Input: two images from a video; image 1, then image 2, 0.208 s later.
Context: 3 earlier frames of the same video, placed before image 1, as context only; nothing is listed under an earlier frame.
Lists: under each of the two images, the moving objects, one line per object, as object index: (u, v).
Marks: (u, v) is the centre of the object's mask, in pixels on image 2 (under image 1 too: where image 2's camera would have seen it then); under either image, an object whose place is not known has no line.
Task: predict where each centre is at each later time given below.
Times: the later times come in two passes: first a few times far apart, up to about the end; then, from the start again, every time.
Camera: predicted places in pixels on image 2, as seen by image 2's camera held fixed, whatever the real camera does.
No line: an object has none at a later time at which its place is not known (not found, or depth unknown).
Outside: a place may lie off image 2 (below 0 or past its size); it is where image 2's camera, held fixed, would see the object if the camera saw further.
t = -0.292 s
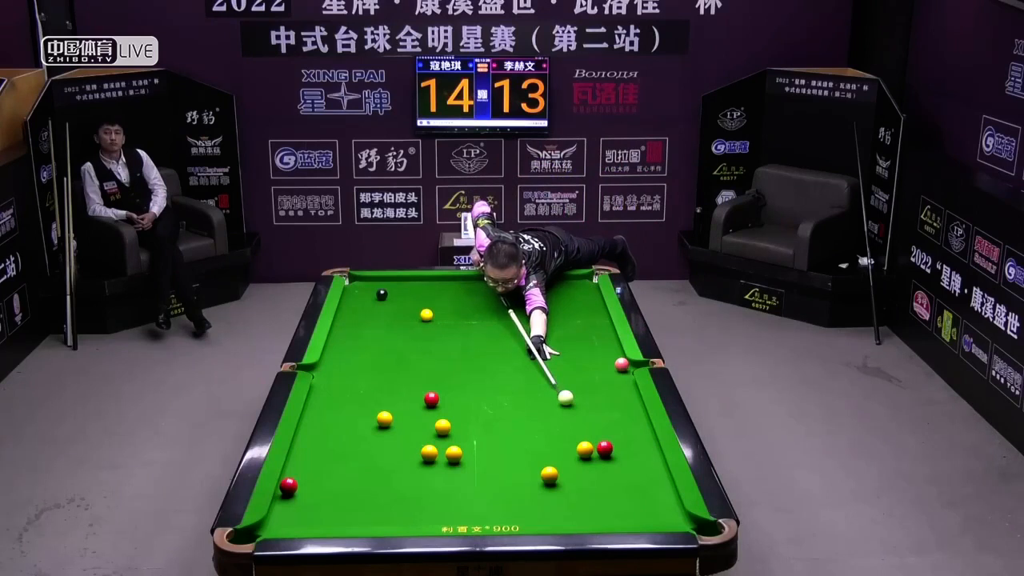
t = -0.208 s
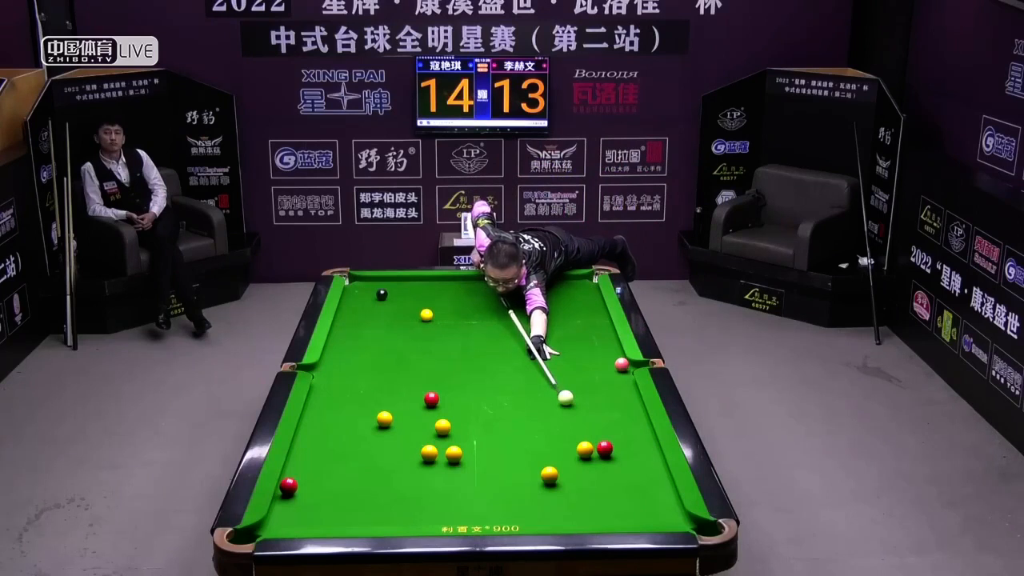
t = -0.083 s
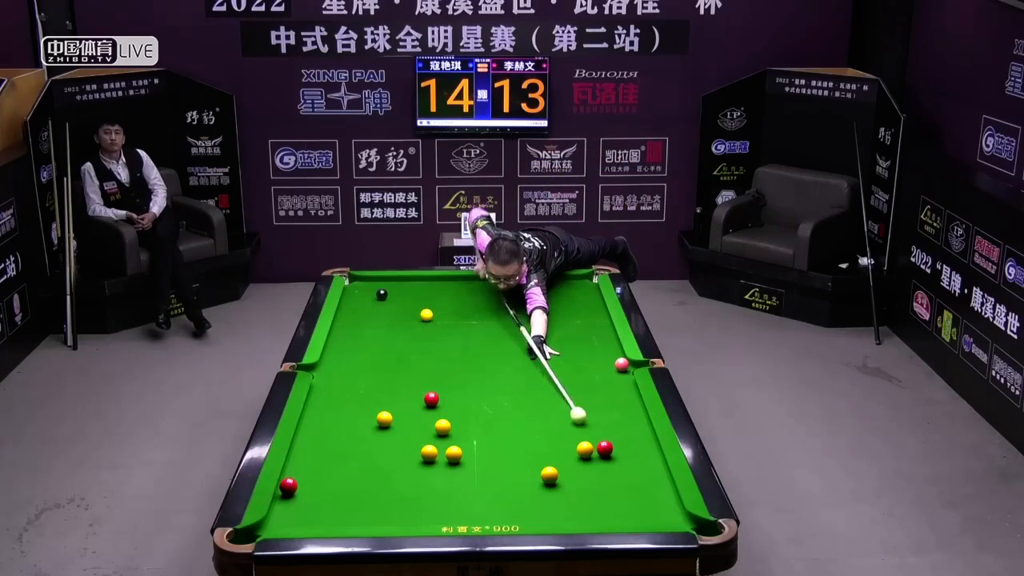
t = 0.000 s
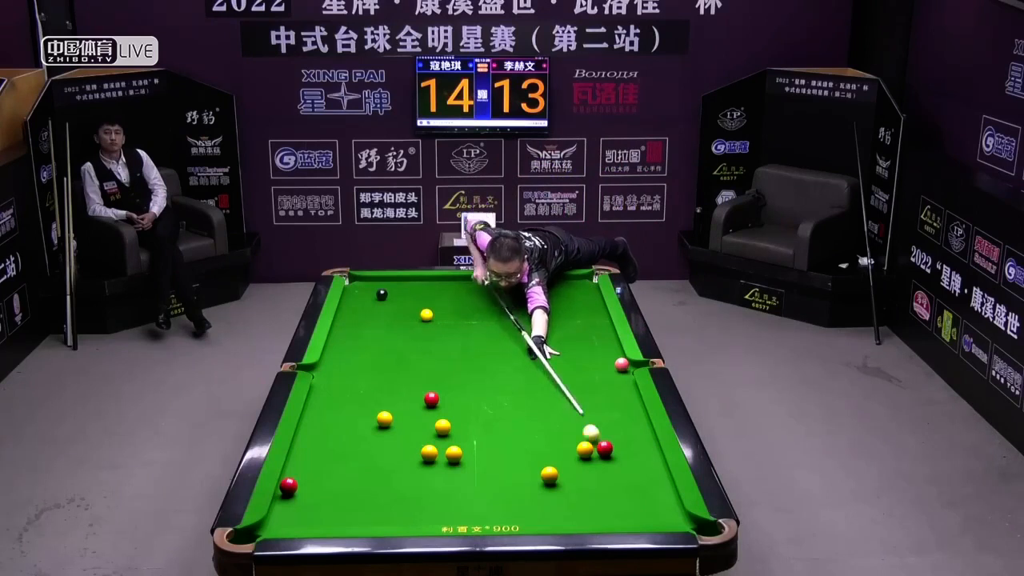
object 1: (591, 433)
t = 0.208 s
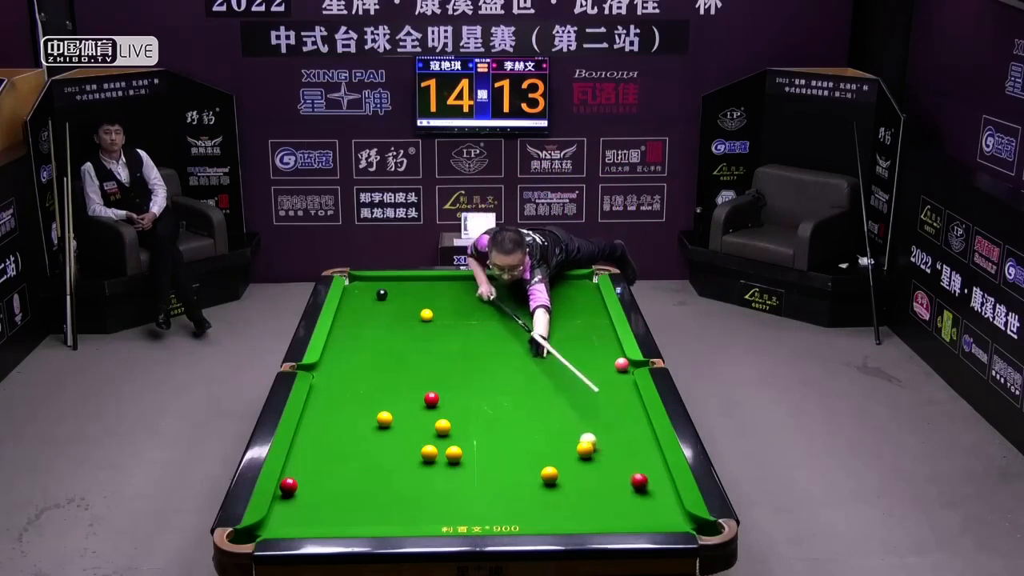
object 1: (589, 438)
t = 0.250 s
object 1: (588, 438)
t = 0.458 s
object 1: (576, 436)
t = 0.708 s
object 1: (566, 433)
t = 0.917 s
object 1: (555, 430)
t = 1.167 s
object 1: (547, 427)
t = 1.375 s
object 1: (541, 425)
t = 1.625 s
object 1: (534, 423)
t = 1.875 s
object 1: (529, 421)
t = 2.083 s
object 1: (526, 420)
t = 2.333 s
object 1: (523, 419)
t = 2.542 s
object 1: (521, 419)
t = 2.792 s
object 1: (520, 418)
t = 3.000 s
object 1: (520, 418)
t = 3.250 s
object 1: (520, 418)
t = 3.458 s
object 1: (520, 418)
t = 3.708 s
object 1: (520, 418)
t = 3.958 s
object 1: (520, 418)
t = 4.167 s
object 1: (520, 418)
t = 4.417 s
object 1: (520, 418)
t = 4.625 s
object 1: (520, 418)
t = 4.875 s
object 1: (519, 418)
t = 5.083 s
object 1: (520, 418)
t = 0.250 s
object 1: (588, 438)
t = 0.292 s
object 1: (585, 437)
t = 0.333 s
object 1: (581, 436)
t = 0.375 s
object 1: (579, 436)
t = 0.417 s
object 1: (577, 437)
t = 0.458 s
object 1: (576, 436)
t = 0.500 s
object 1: (574, 436)
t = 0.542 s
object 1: (572, 435)
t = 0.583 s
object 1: (570, 435)
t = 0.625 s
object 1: (568, 434)
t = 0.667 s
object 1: (567, 434)
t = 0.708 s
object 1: (566, 433)
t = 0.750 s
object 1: (563, 432)
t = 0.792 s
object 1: (561, 432)
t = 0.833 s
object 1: (559, 431)
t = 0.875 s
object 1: (557, 431)
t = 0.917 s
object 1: (555, 430)
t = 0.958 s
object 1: (553, 429)
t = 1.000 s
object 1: (552, 429)
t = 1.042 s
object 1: (551, 429)
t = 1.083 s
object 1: (550, 428)
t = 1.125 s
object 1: (548, 427)
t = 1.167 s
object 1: (547, 427)
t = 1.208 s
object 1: (545, 426)
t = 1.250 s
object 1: (545, 426)
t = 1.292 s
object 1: (544, 426)
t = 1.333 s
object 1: (542, 425)
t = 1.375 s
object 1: (541, 425)
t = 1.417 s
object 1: (540, 424)
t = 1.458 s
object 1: (539, 424)
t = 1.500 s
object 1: (538, 424)
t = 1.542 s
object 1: (536, 423)
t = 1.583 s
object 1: (536, 423)
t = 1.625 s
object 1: (534, 423)
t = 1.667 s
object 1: (534, 423)
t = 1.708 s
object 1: (533, 422)
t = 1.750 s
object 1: (532, 422)
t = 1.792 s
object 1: (531, 421)
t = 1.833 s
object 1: (530, 421)
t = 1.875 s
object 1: (529, 421)
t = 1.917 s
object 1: (528, 421)
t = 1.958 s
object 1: (528, 420)
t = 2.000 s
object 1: (527, 420)
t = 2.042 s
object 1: (527, 420)
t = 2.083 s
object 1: (526, 420)
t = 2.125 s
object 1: (525, 419)
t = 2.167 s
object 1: (525, 419)
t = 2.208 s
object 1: (524, 419)
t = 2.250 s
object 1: (524, 419)
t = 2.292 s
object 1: (523, 419)
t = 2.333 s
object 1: (523, 419)
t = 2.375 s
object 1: (522, 419)
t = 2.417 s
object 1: (522, 419)
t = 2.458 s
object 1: (522, 419)
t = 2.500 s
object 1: (521, 419)
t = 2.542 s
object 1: (521, 419)
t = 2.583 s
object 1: (521, 418)
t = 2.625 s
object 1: (520, 418)
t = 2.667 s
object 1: (520, 418)
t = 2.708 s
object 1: (520, 418)
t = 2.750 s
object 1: (520, 418)
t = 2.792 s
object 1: (520, 418)
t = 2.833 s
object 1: (520, 418)
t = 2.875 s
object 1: (520, 418)
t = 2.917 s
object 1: (520, 418)
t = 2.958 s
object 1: (520, 418)
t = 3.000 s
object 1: (520, 418)
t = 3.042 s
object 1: (520, 418)
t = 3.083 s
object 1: (520, 418)
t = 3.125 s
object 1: (520, 418)
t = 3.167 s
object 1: (520, 418)
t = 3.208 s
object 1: (520, 418)
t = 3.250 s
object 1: (520, 418)
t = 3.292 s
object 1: (520, 418)
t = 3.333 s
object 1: (520, 418)
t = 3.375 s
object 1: (520, 418)
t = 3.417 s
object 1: (520, 418)
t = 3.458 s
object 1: (520, 418)
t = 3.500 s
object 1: (520, 418)
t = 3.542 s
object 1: (520, 418)
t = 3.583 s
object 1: (520, 418)
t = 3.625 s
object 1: (520, 418)
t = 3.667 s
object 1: (520, 418)
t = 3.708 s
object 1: (520, 418)
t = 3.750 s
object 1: (520, 418)
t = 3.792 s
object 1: (520, 418)
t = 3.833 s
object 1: (520, 418)
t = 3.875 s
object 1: (520, 418)
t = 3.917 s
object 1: (520, 418)
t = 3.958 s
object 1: (520, 418)
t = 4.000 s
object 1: (520, 418)
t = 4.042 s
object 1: (520, 418)
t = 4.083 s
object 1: (520, 418)
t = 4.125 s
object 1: (520, 418)
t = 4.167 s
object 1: (520, 418)
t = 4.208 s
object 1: (520, 418)
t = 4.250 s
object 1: (520, 418)
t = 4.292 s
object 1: (520, 418)
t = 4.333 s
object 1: (520, 418)
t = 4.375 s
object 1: (519, 418)
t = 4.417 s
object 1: (520, 418)
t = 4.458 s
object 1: (520, 418)
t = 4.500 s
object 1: (520, 418)
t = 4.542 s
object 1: (519, 418)
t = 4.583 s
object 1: (519, 418)
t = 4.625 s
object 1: (520, 418)
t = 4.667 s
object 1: (520, 418)
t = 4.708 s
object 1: (520, 418)
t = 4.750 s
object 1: (519, 418)
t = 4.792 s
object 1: (520, 418)
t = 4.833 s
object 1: (520, 418)
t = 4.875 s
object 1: (519, 418)
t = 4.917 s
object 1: (520, 418)
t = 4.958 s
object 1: (519, 418)
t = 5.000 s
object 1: (520, 418)
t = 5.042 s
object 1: (519, 418)
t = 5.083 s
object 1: (520, 418)
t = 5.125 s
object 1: (519, 418)
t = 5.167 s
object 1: (520, 418)
